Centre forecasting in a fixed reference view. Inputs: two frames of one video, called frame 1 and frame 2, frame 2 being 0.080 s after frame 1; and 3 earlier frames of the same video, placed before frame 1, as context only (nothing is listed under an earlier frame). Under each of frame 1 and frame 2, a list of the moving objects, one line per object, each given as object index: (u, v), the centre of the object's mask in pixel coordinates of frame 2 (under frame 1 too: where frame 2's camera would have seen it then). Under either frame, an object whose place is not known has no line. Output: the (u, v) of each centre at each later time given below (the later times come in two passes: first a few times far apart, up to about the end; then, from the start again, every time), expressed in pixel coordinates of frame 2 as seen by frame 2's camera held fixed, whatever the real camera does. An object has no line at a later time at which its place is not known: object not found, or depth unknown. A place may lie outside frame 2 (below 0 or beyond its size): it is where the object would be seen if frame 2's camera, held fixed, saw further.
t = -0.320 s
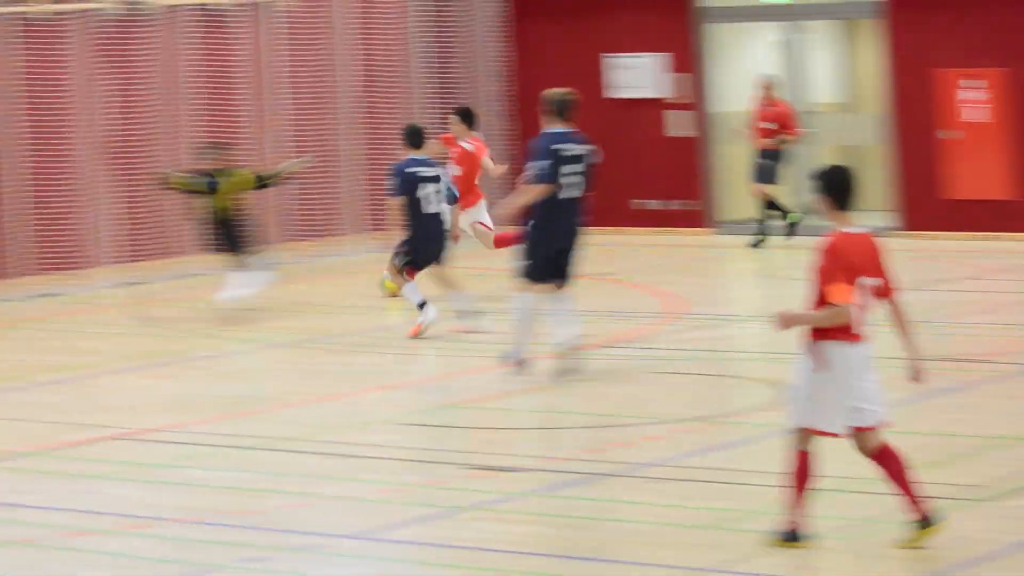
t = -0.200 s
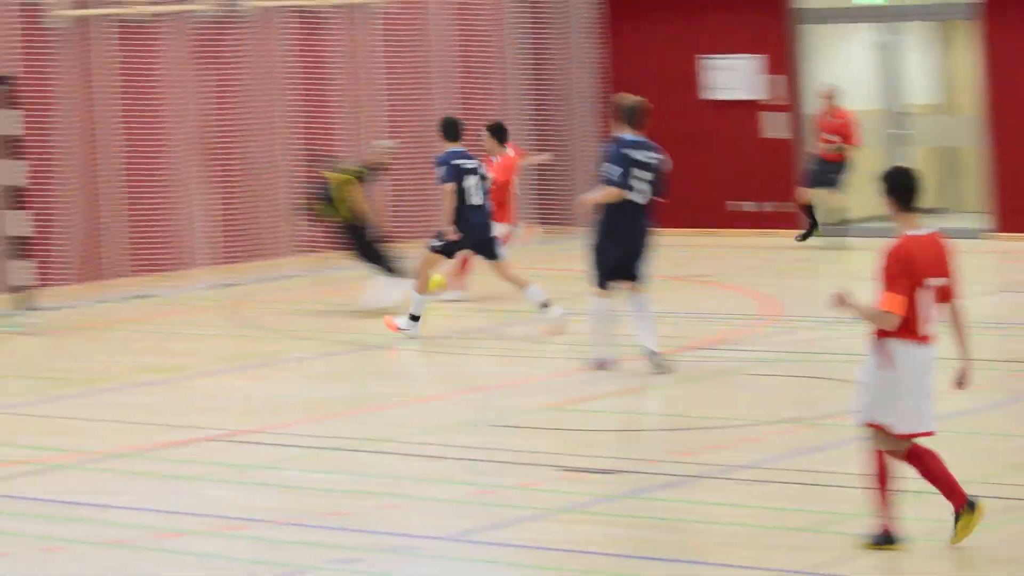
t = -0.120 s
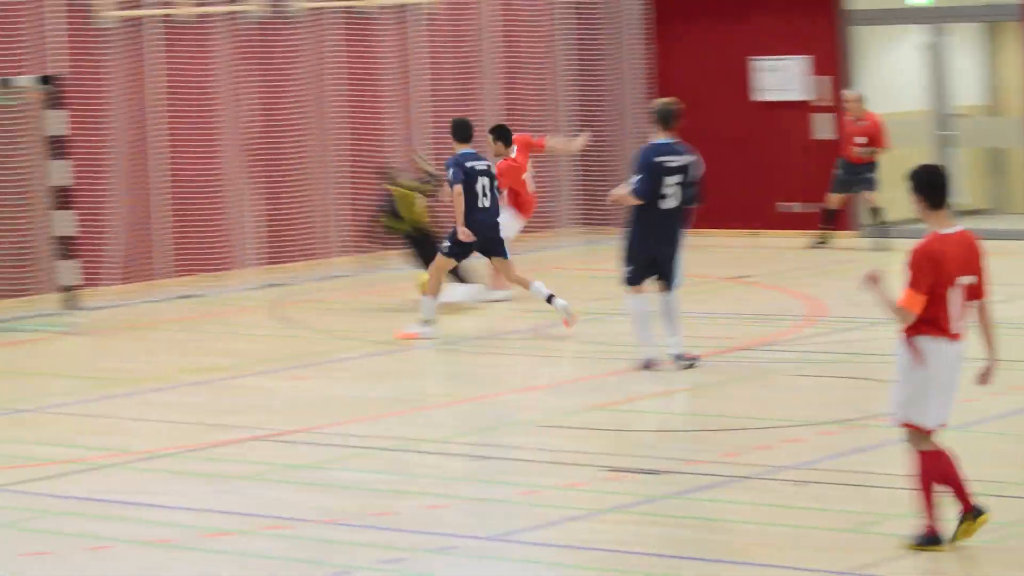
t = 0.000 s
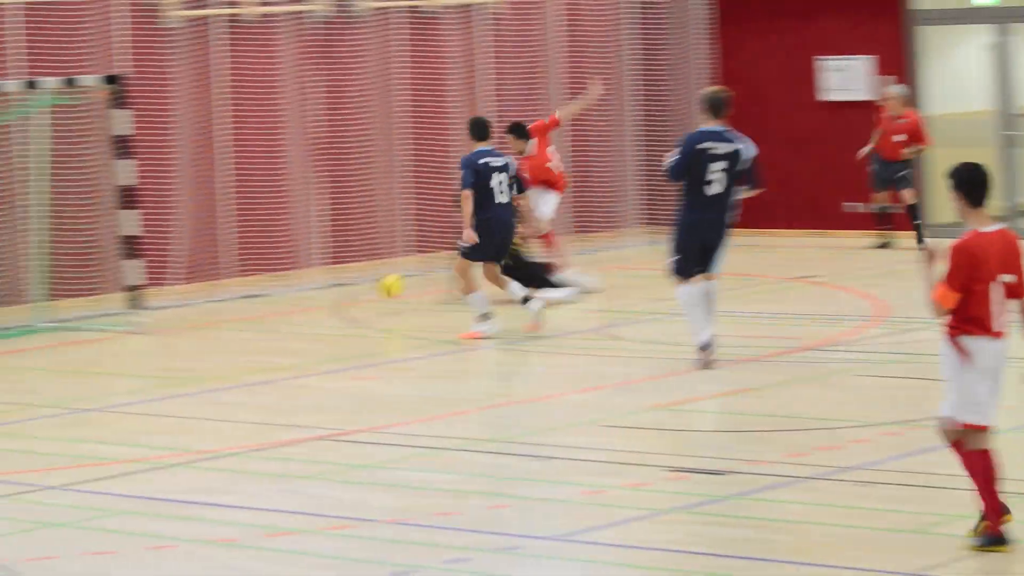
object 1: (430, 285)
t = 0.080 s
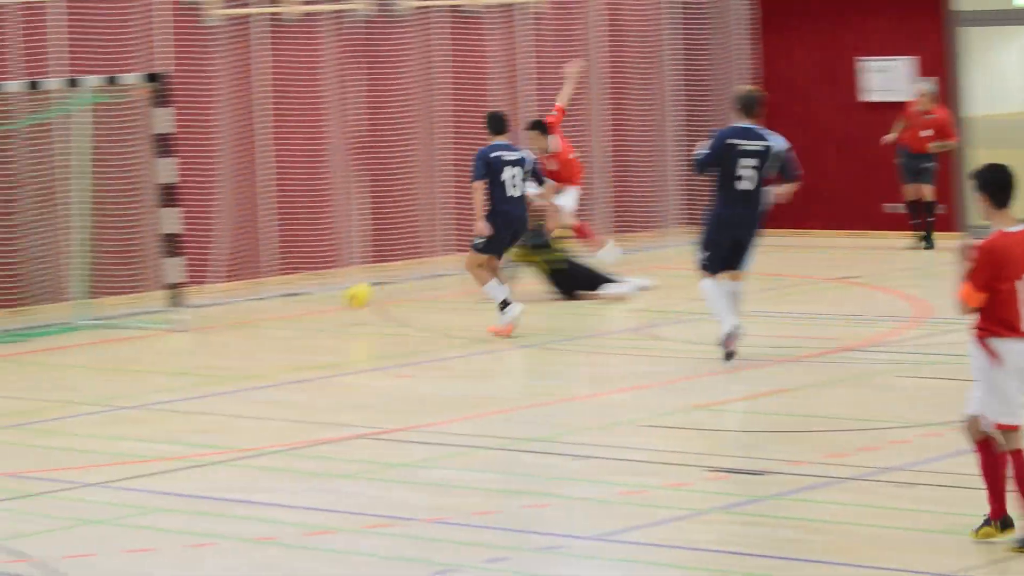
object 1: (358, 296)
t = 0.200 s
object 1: (246, 329)
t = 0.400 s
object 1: (53, 355)
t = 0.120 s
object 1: (322, 306)
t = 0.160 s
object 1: (285, 318)
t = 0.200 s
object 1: (246, 329)
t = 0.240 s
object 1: (202, 331)
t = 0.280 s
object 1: (166, 336)
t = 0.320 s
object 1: (128, 344)
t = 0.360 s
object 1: (92, 351)
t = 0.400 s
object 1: (53, 355)
